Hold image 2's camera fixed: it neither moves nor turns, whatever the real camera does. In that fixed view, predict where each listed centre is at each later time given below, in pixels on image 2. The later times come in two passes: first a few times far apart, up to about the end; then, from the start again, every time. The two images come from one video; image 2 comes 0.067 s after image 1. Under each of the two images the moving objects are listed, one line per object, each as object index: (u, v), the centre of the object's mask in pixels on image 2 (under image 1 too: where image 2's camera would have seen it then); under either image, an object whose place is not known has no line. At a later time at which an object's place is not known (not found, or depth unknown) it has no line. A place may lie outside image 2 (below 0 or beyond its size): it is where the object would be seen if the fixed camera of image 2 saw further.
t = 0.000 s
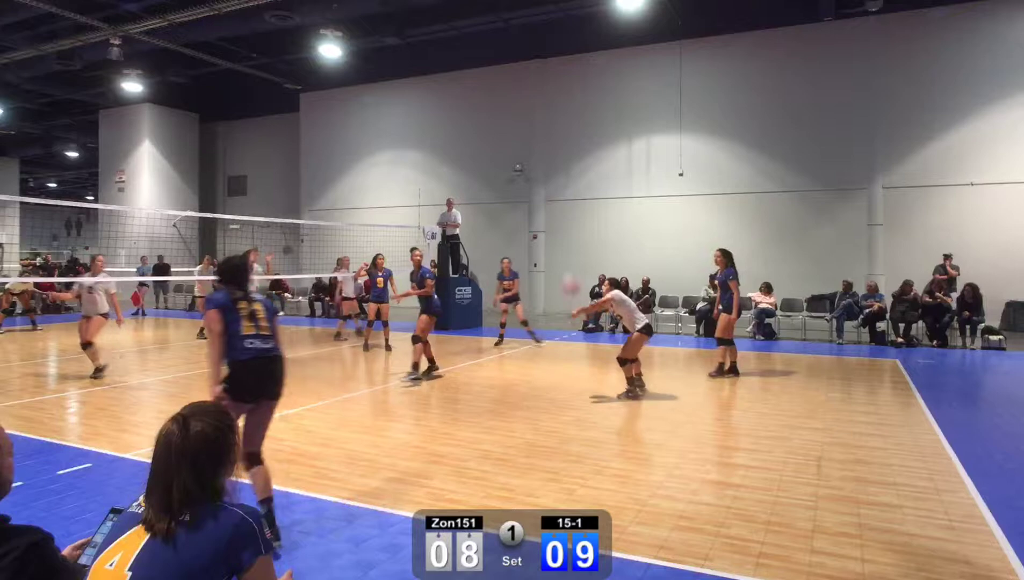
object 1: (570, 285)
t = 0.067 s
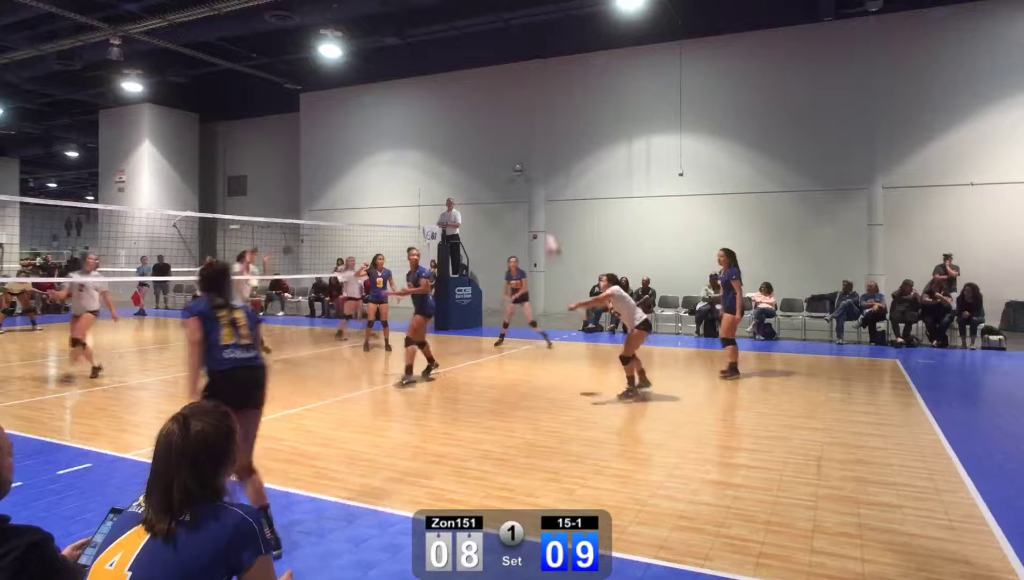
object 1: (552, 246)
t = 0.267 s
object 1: (503, 166)
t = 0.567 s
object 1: (444, 116)
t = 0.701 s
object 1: (421, 114)
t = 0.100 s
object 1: (543, 228)
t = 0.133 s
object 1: (535, 213)
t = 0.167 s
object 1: (526, 200)
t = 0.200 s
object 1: (518, 187)
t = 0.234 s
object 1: (510, 176)
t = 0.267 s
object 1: (503, 166)
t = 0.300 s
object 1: (496, 156)
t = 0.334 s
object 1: (489, 147)
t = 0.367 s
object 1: (482, 140)
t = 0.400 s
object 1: (475, 134)
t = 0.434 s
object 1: (468, 129)
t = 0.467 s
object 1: (462, 124)
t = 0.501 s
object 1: (456, 121)
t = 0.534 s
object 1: (450, 118)
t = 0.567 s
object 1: (444, 116)
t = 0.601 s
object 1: (439, 114)
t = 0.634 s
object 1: (432, 112)
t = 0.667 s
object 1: (426, 113)
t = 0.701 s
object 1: (421, 114)
